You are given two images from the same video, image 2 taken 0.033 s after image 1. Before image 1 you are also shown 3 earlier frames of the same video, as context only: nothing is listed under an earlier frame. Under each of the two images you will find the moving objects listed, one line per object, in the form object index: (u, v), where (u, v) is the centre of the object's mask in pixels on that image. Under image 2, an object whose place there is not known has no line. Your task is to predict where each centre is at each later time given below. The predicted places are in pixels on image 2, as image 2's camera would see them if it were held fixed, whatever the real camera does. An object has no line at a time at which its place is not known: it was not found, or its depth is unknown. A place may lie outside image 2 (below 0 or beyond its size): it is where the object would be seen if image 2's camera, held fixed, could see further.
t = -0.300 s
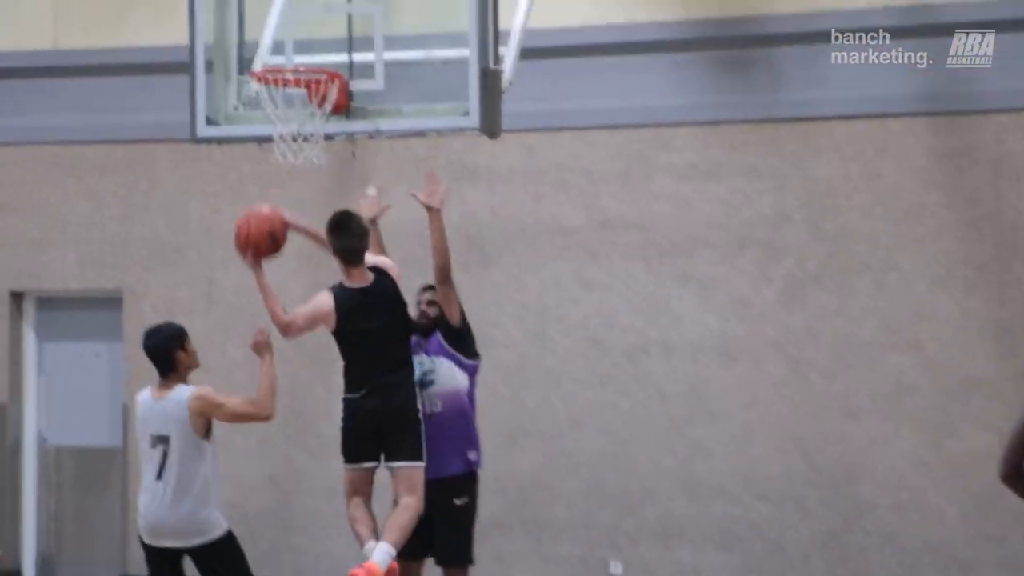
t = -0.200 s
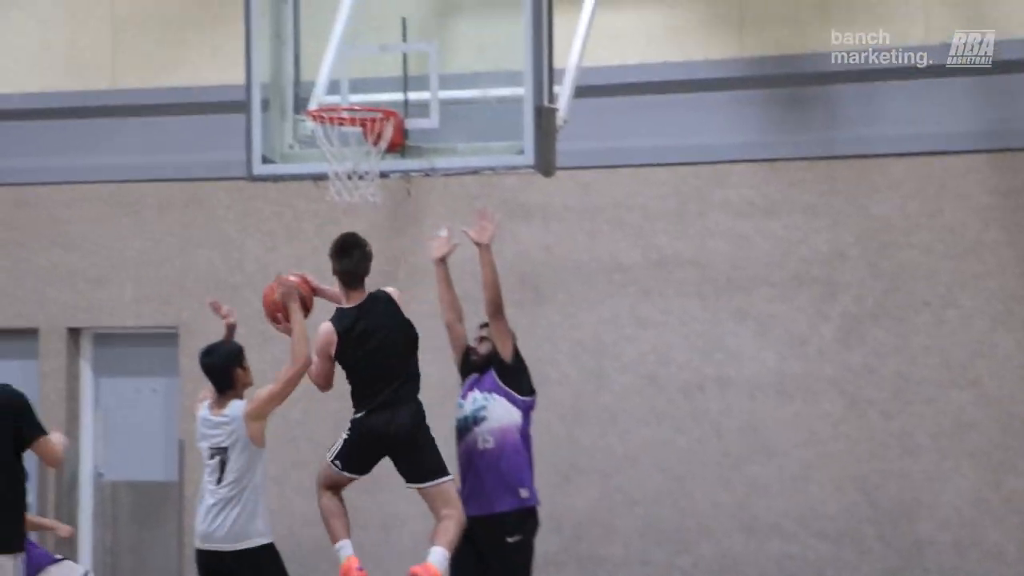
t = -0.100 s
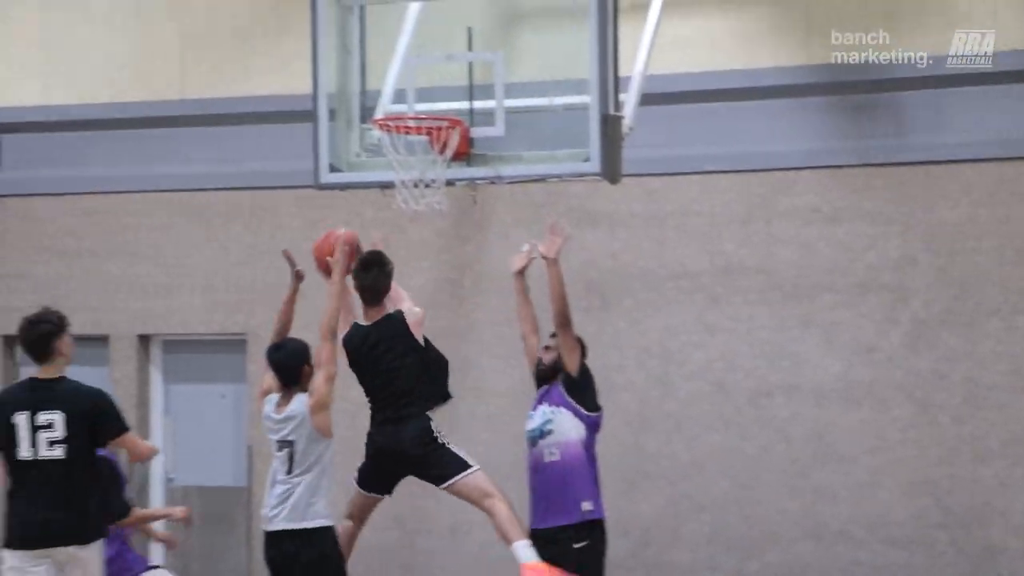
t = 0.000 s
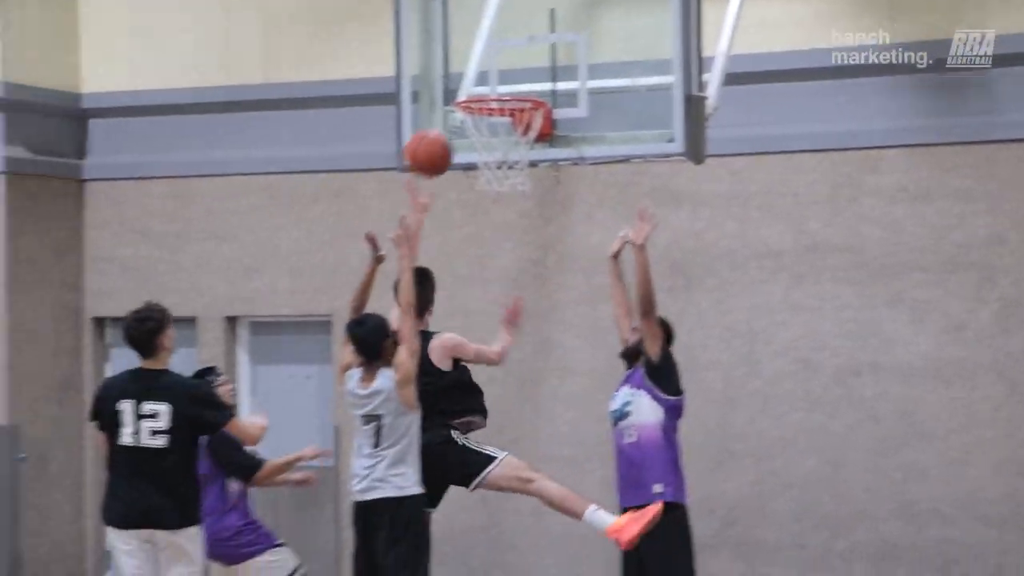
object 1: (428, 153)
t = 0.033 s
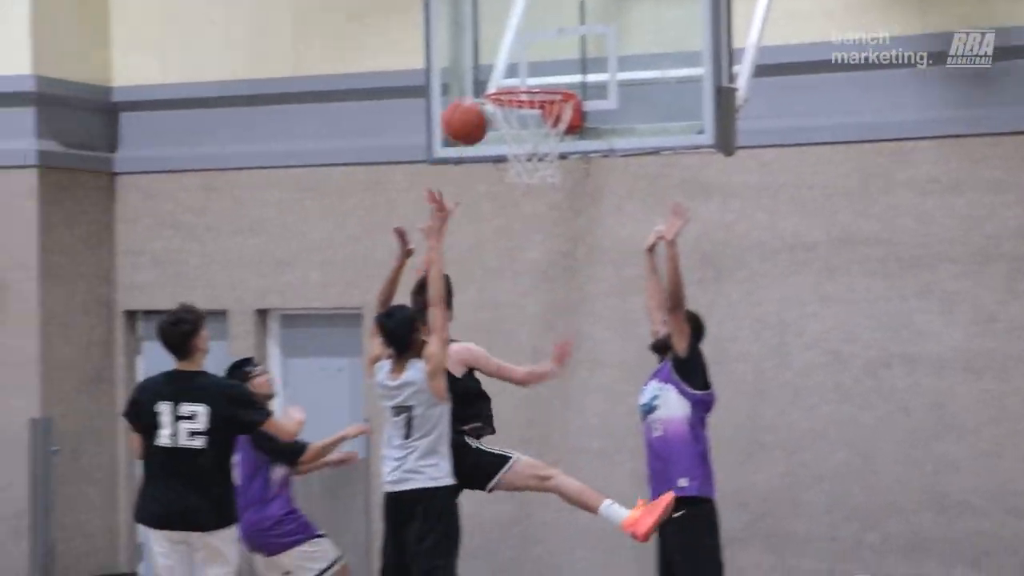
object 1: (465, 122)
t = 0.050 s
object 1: (467, 110)
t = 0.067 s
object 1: (469, 100)
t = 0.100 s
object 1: (473, 81)
